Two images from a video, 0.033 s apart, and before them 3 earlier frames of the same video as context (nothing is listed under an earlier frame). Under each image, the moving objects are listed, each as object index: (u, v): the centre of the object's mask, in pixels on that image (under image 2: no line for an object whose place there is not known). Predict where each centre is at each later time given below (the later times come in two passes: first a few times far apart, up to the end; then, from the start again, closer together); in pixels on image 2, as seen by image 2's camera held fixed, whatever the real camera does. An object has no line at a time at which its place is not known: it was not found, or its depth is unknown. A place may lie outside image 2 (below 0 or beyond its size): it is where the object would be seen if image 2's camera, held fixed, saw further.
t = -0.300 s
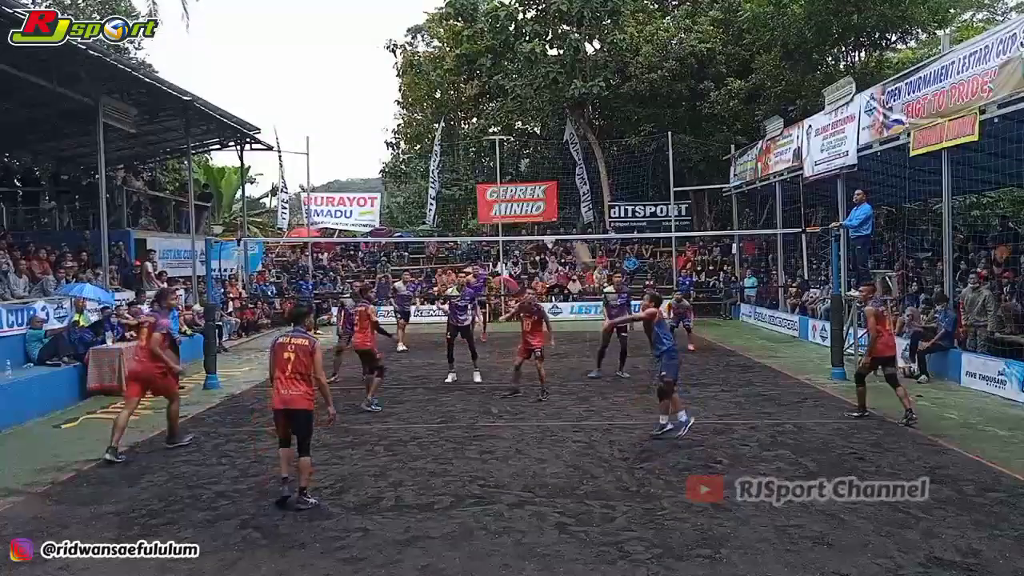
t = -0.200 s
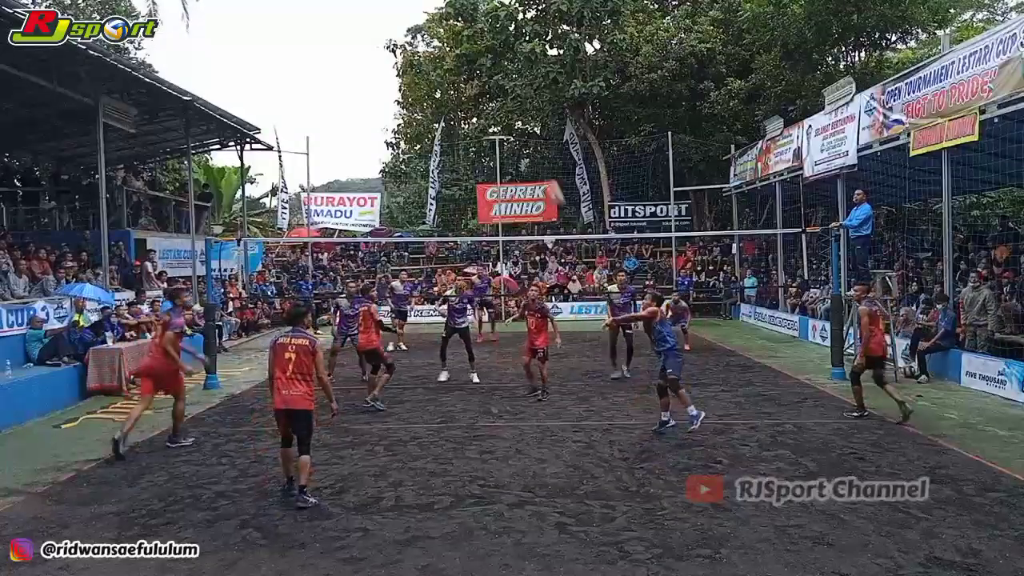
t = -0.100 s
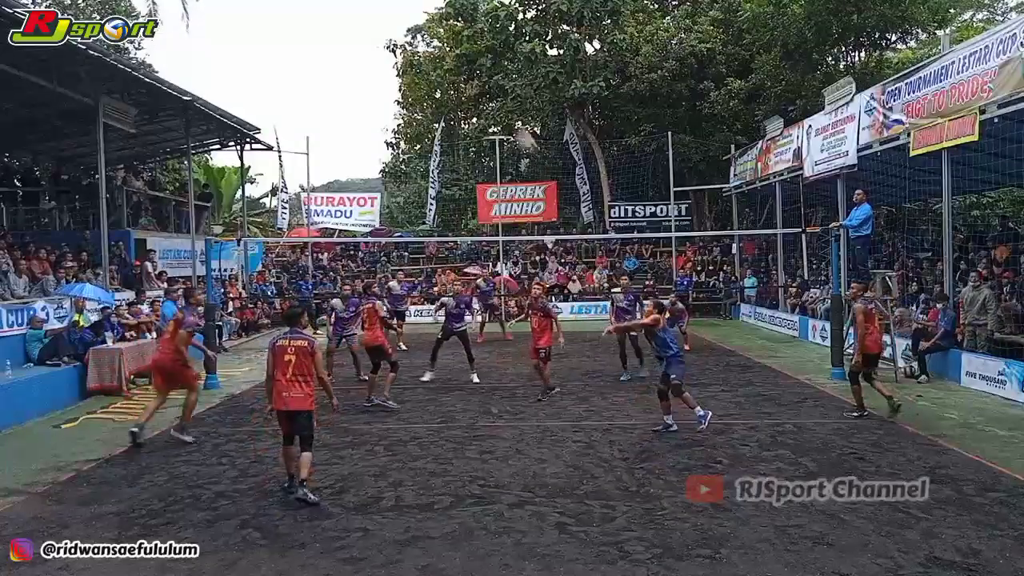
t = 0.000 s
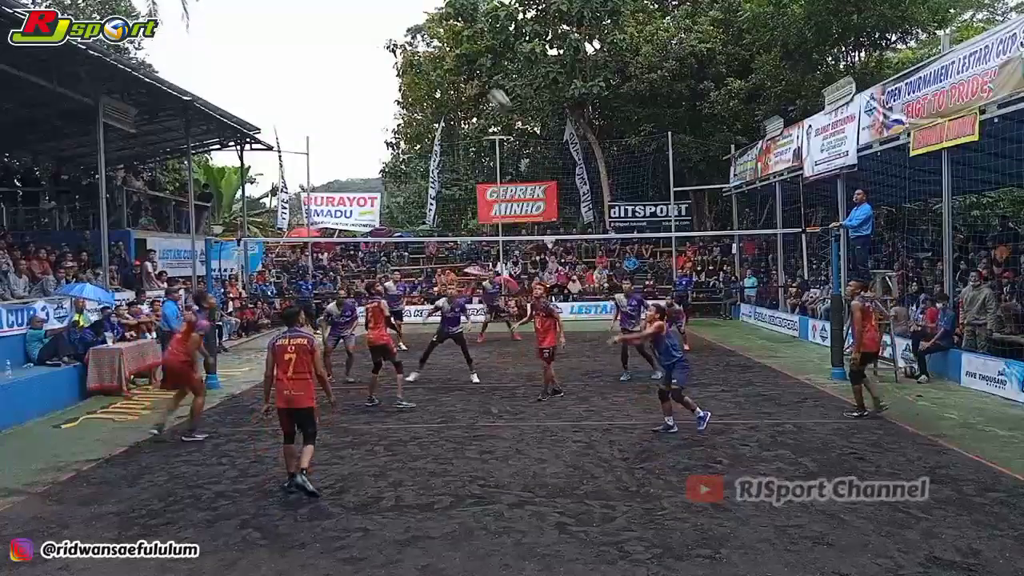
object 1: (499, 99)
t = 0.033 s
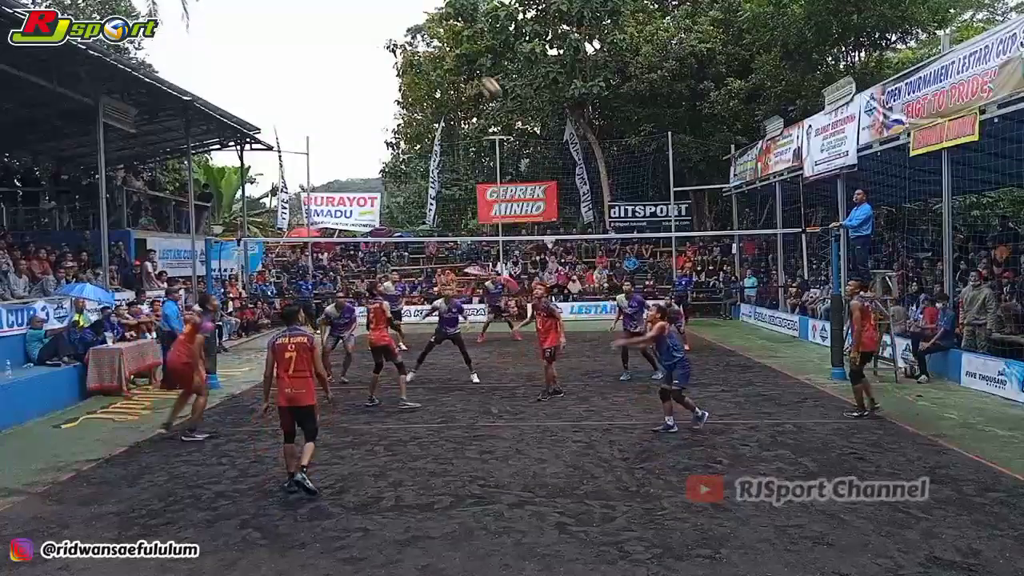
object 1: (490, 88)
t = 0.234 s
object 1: (443, 39)
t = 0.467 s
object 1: (394, 28)
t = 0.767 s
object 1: (340, 71)
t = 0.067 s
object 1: (482, 76)
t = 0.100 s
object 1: (474, 69)
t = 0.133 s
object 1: (466, 59)
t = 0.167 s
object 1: (458, 54)
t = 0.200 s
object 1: (452, 44)
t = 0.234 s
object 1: (443, 39)
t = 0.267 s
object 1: (435, 35)
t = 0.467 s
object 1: (394, 28)
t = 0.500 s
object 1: (387, 30)
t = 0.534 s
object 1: (381, 32)
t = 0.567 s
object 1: (375, 35)
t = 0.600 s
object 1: (369, 39)
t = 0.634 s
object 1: (363, 44)
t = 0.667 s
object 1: (357, 49)
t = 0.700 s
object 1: (351, 56)
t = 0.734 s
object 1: (345, 63)
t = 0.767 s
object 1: (340, 71)
